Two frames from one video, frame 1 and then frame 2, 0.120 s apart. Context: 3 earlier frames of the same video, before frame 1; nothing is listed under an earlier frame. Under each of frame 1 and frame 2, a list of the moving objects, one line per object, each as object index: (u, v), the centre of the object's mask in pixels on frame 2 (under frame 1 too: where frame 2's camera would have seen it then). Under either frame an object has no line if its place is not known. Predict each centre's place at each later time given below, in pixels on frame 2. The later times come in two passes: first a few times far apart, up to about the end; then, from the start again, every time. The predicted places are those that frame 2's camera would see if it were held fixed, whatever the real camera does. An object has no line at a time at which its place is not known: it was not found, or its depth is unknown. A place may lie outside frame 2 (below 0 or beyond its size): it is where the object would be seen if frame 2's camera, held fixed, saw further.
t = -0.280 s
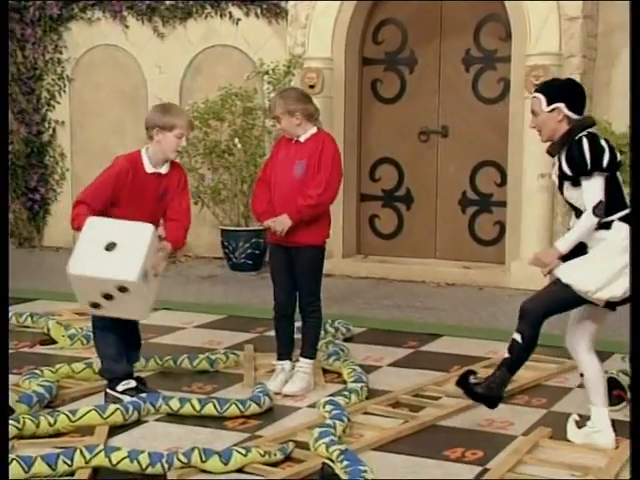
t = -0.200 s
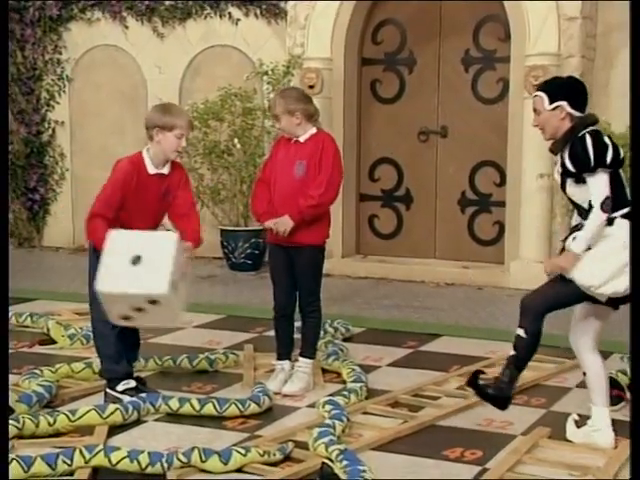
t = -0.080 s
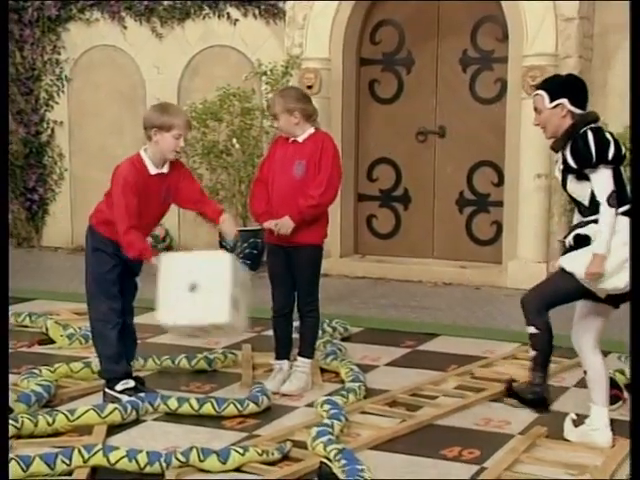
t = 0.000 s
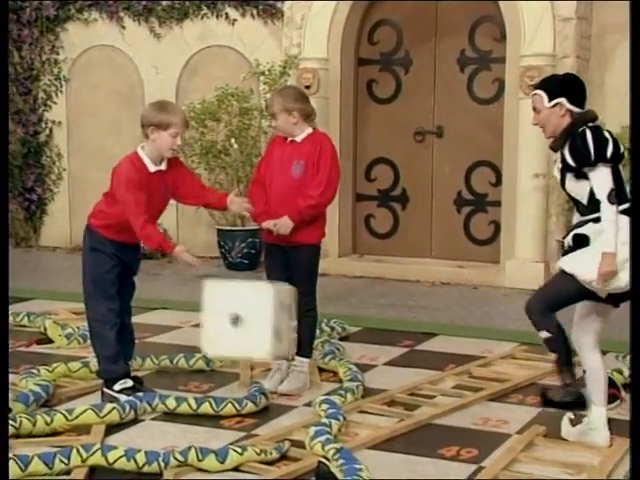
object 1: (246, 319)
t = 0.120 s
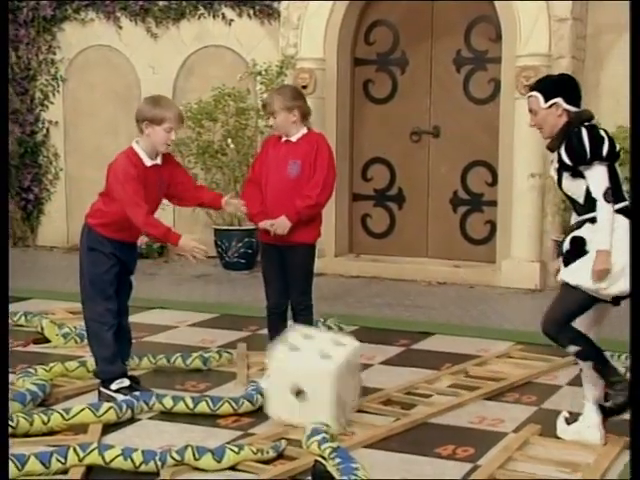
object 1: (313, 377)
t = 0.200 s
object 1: (337, 366)
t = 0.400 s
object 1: (389, 369)
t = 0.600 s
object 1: (423, 352)
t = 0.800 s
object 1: (435, 351)
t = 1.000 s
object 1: (447, 353)
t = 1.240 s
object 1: (460, 357)
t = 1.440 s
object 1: (453, 347)
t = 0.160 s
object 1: (326, 375)
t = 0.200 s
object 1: (337, 366)
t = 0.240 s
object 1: (349, 360)
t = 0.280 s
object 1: (359, 357)
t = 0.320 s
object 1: (369, 359)
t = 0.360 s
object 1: (379, 363)
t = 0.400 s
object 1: (389, 369)
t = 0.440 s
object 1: (400, 368)
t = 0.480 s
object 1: (409, 369)
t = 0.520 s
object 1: (416, 365)
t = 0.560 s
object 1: (420, 357)
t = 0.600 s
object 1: (423, 352)
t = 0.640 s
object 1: (425, 349)
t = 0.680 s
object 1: (427, 350)
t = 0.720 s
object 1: (430, 354)
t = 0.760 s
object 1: (433, 352)
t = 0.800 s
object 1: (435, 351)
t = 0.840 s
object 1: (437, 352)
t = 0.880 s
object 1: (440, 353)
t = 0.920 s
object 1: (442, 353)
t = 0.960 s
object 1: (444, 353)
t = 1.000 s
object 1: (447, 353)
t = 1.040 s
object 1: (449, 353)
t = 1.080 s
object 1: (451, 354)
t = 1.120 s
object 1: (453, 355)
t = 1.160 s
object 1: (456, 356)
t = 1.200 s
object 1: (458, 357)
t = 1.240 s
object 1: (460, 357)
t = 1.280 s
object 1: (460, 356)
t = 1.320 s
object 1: (460, 354)
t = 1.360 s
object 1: (459, 351)
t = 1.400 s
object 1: (456, 349)
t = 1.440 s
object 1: (453, 347)
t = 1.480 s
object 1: (450, 346)
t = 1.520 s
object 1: (447, 344)
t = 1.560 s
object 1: (444, 343)
